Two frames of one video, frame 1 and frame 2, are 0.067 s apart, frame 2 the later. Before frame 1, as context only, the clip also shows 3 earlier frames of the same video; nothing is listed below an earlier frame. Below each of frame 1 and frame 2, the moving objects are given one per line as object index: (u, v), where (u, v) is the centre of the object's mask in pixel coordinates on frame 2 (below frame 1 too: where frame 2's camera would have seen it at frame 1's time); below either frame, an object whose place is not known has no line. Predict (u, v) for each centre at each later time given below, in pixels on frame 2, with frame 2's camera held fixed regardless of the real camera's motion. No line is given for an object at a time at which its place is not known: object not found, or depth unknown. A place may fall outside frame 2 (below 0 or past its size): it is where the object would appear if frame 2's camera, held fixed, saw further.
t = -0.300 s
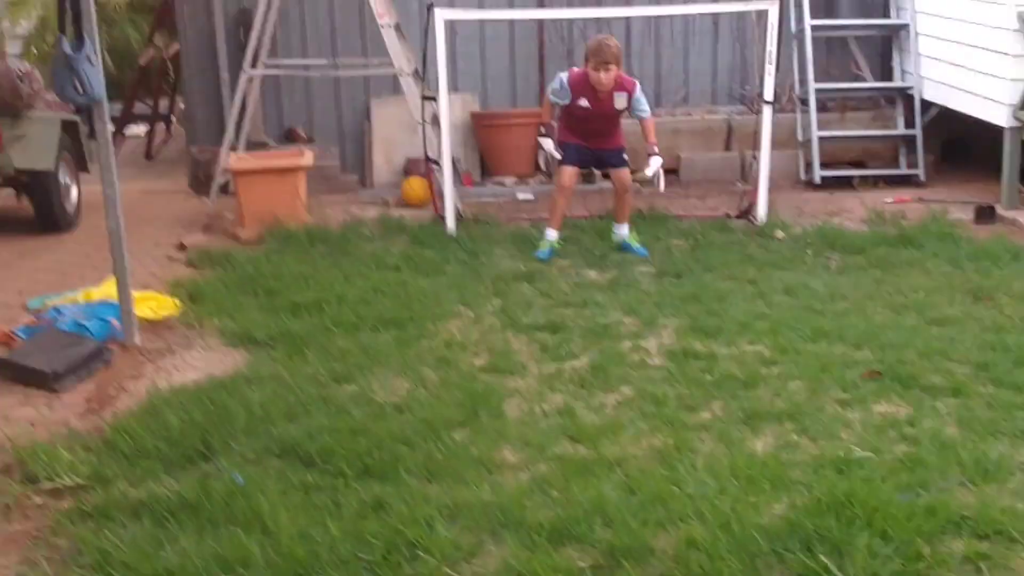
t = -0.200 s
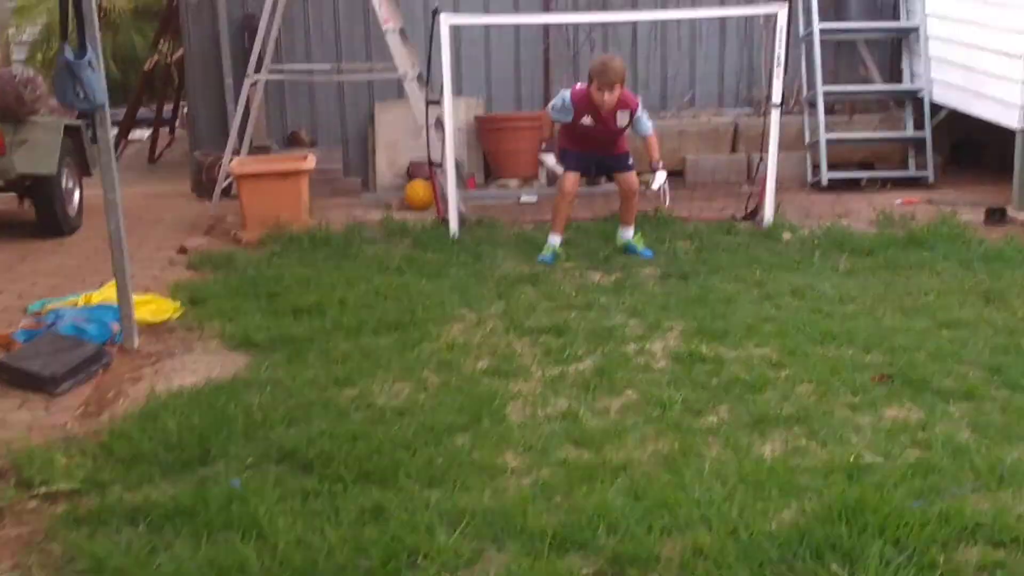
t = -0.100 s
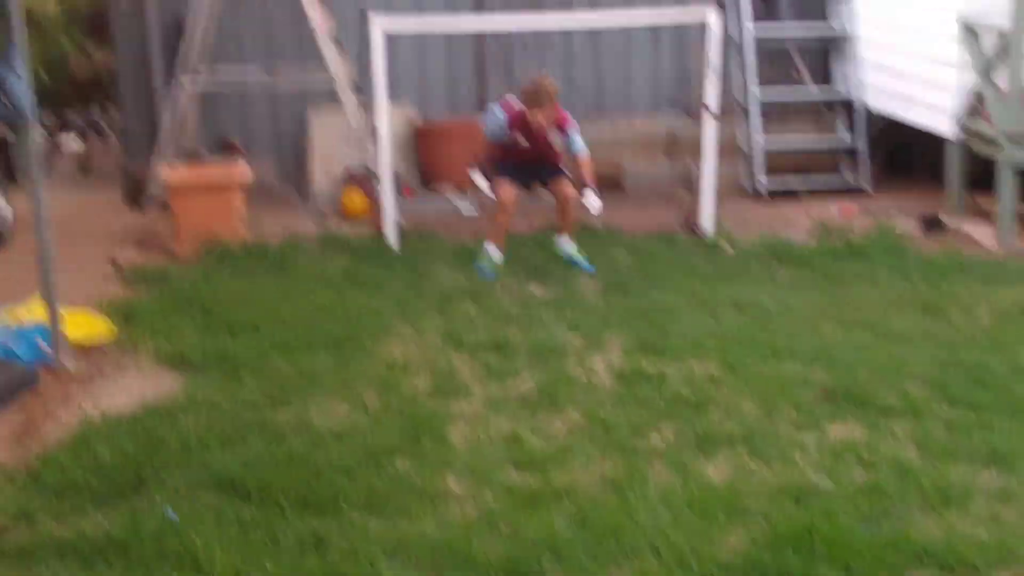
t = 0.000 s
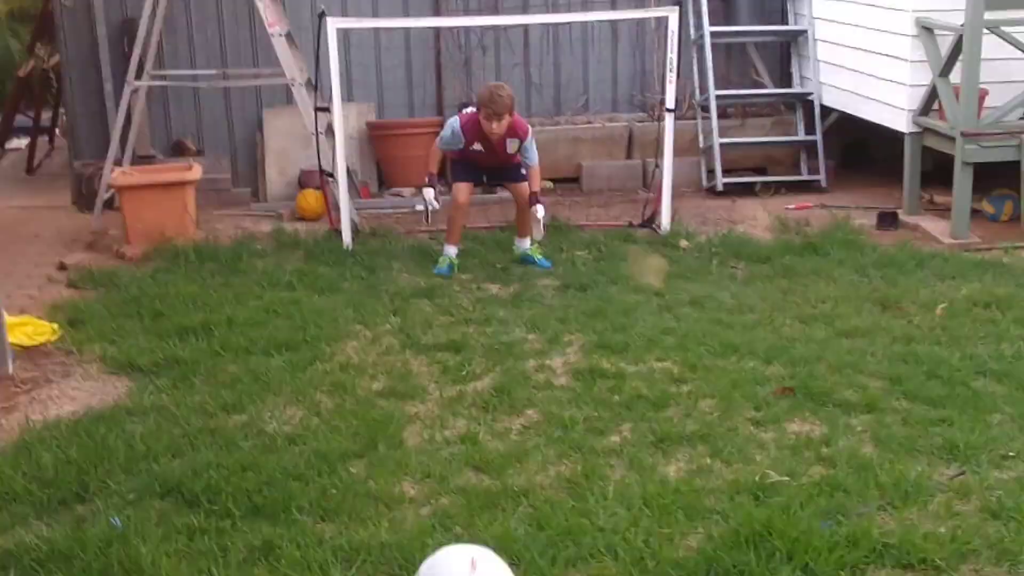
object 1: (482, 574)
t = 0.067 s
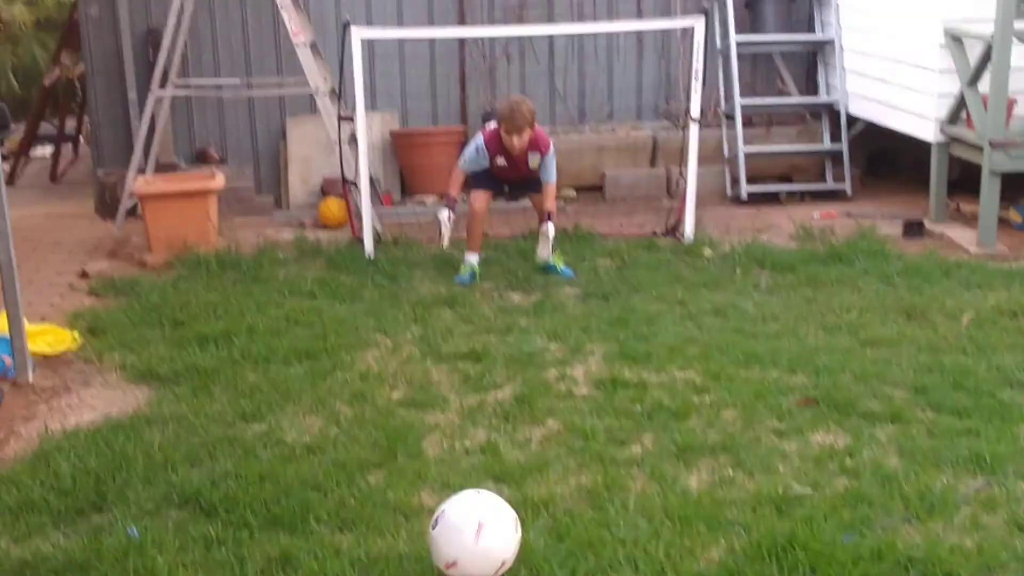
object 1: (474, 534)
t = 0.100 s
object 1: (472, 513)
